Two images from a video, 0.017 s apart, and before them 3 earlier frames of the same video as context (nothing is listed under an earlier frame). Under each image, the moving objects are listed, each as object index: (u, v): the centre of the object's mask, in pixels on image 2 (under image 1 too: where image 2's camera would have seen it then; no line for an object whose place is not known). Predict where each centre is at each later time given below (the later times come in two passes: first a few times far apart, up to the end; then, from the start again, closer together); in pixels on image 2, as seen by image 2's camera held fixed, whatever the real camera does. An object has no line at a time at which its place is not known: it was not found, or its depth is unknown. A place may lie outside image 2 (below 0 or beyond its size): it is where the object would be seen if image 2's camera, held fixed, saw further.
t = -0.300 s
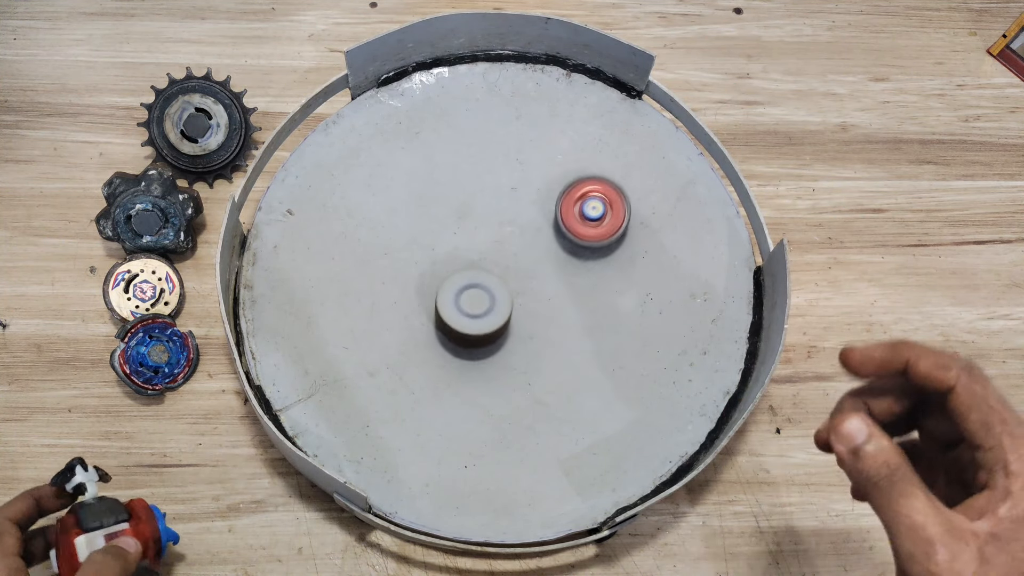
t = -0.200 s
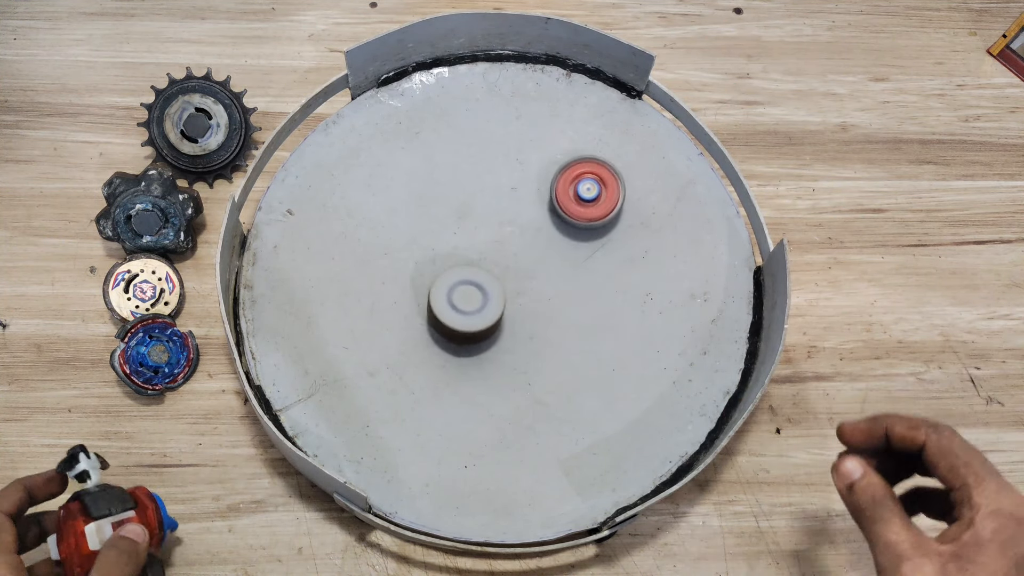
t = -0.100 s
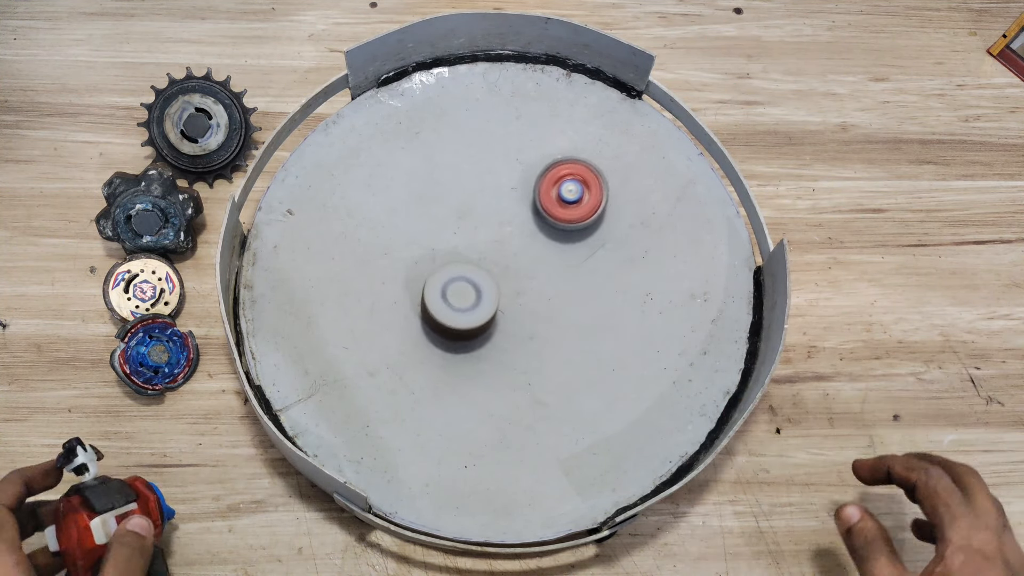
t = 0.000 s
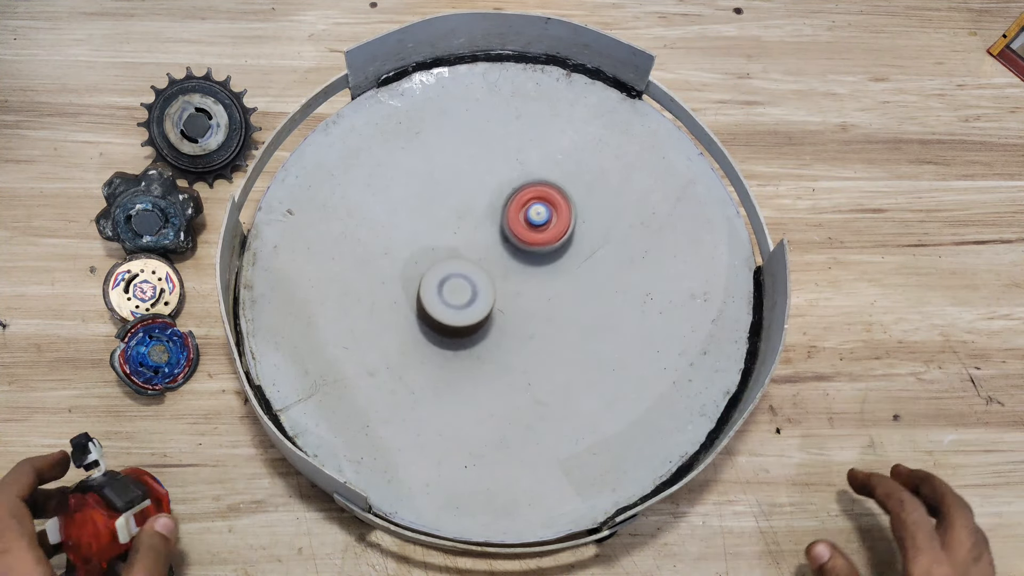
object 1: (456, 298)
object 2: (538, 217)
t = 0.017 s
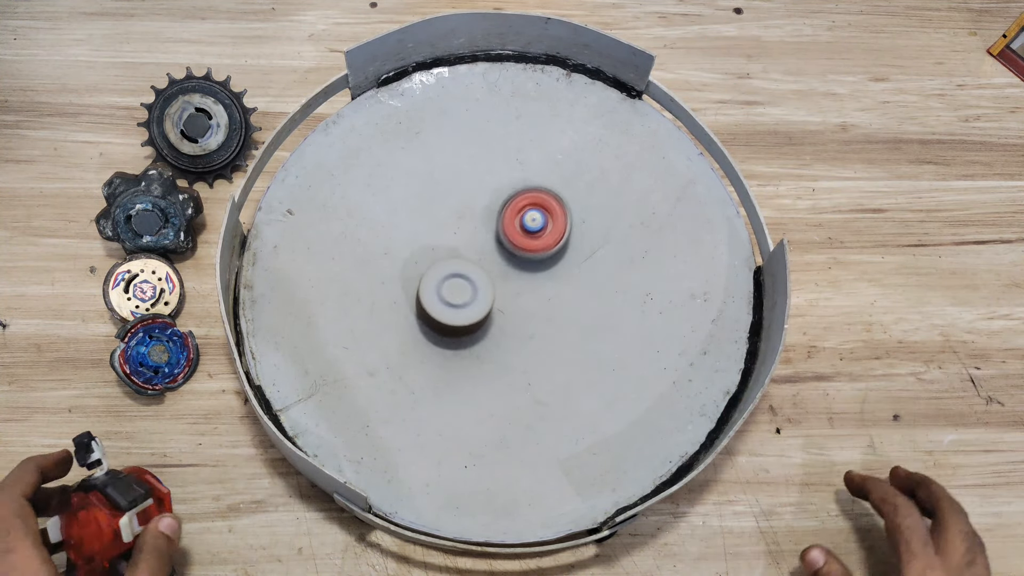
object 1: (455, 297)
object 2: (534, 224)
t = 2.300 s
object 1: (514, 284)
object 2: (472, 446)
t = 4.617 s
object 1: (527, 246)
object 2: (446, 291)
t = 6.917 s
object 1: (464, 316)
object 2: (495, 182)
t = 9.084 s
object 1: (493, 257)
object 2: (445, 343)
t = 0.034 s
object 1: (454, 297)
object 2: (529, 231)
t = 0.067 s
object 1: (454, 295)
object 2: (523, 245)
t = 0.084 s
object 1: (454, 294)
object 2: (521, 253)
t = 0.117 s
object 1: (449, 294)
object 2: (526, 265)
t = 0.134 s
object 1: (436, 297)
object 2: (540, 266)
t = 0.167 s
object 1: (421, 300)
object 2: (567, 271)
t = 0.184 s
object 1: (414, 301)
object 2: (579, 272)
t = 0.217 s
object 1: (404, 305)
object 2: (601, 272)
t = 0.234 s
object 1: (400, 306)
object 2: (611, 270)
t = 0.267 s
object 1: (396, 307)
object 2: (629, 264)
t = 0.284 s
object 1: (394, 308)
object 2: (636, 260)
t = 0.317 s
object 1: (392, 310)
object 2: (649, 247)
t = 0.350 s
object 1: (391, 310)
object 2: (660, 233)
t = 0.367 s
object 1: (391, 310)
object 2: (663, 227)
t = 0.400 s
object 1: (393, 311)
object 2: (669, 213)
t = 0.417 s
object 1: (393, 311)
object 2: (670, 205)
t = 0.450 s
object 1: (395, 311)
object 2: (669, 192)
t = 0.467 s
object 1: (397, 311)
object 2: (668, 189)
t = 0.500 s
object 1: (400, 311)
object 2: (661, 184)
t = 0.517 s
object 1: (402, 310)
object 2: (656, 183)
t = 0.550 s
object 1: (405, 310)
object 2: (643, 183)
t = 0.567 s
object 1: (408, 309)
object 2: (636, 185)
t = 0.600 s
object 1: (413, 308)
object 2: (620, 190)
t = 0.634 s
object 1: (418, 306)
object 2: (605, 198)
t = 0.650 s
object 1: (421, 305)
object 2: (597, 202)
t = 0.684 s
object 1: (427, 302)
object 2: (582, 213)
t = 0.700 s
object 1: (430, 301)
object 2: (574, 219)
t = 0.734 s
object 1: (436, 298)
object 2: (557, 233)
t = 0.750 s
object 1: (439, 297)
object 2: (549, 241)
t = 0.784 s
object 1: (445, 293)
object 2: (537, 259)
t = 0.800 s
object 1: (449, 291)
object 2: (533, 269)
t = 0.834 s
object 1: (453, 288)
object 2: (534, 290)
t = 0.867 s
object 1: (441, 284)
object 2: (557, 309)
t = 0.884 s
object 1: (437, 281)
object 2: (567, 317)
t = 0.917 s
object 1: (432, 276)
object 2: (586, 331)
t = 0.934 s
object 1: (431, 274)
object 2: (595, 336)
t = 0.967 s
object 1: (431, 272)
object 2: (614, 342)
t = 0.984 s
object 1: (431, 271)
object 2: (623, 343)
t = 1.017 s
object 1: (433, 269)
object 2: (641, 341)
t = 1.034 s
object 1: (434, 268)
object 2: (650, 338)
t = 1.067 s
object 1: (438, 267)
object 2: (663, 331)
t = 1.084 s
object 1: (440, 267)
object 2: (667, 327)
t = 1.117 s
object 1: (443, 266)
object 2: (674, 317)
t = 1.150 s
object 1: (448, 265)
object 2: (676, 308)
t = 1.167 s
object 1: (450, 265)
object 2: (676, 305)
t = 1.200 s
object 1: (457, 266)
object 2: (673, 299)
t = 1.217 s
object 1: (460, 266)
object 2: (670, 297)
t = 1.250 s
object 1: (465, 265)
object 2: (663, 294)
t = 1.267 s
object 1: (469, 265)
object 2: (659, 293)
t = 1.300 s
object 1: (475, 264)
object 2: (646, 292)
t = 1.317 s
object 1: (478, 264)
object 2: (639, 292)
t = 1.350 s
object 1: (484, 264)
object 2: (624, 291)
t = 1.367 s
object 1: (487, 263)
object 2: (615, 291)
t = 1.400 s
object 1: (491, 262)
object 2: (598, 291)
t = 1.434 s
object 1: (494, 261)
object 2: (579, 294)
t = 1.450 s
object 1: (496, 261)
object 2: (569, 297)
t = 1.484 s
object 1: (491, 255)
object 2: (564, 311)
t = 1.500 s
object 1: (486, 251)
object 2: (564, 322)
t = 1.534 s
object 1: (478, 244)
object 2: (562, 337)
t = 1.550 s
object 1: (475, 240)
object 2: (561, 345)
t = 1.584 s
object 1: (471, 237)
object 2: (561, 358)
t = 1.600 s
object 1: (471, 236)
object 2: (561, 365)
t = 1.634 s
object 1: (470, 236)
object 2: (560, 378)
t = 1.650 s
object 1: (469, 237)
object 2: (560, 384)
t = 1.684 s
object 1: (469, 239)
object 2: (558, 393)
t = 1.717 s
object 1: (469, 242)
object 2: (556, 400)
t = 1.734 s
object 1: (470, 243)
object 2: (555, 403)
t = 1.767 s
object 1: (471, 247)
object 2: (554, 407)
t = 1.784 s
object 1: (473, 249)
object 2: (554, 409)
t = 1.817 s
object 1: (475, 253)
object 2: (556, 410)
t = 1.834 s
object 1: (476, 255)
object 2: (558, 409)
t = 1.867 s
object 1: (479, 258)
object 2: (558, 407)
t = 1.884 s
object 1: (481, 260)
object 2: (558, 405)
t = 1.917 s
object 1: (485, 263)
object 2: (556, 401)
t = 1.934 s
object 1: (487, 265)
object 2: (555, 399)
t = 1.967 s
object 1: (490, 268)
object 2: (550, 395)
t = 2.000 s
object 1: (493, 271)
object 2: (543, 389)
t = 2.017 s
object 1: (495, 271)
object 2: (539, 386)
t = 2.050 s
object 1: (498, 273)
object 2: (527, 383)
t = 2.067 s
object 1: (499, 274)
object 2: (521, 381)
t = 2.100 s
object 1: (502, 275)
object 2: (509, 382)
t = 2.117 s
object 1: (504, 276)
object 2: (503, 384)
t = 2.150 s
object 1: (506, 278)
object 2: (493, 390)
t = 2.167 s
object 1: (507, 279)
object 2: (488, 393)
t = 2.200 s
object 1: (508, 280)
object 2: (481, 404)
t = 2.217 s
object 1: (509, 280)
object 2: (477, 410)
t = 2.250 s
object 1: (511, 282)
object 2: (472, 424)
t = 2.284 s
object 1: (513, 283)
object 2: (470, 439)
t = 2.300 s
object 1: (514, 284)
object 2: (472, 446)
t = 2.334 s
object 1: (514, 285)
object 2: (476, 452)
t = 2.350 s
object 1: (515, 286)
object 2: (479, 455)
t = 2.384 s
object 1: (515, 287)
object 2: (486, 455)
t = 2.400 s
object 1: (516, 288)
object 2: (489, 454)
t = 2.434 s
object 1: (517, 289)
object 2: (496, 448)
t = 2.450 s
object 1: (517, 291)
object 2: (498, 444)
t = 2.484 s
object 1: (518, 293)
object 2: (503, 434)
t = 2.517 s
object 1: (517, 294)
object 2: (506, 421)
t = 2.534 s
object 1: (517, 295)
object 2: (506, 413)
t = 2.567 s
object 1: (517, 296)
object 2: (505, 400)
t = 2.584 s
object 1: (517, 297)
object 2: (503, 395)
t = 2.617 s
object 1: (516, 298)
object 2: (499, 383)
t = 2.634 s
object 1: (516, 299)
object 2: (496, 377)
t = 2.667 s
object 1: (517, 298)
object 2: (486, 371)
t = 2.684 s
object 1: (517, 298)
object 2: (482, 370)
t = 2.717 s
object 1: (517, 297)
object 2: (472, 364)
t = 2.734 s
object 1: (517, 297)
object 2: (468, 360)
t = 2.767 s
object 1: (516, 296)
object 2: (459, 352)
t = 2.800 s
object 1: (515, 295)
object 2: (449, 345)
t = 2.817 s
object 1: (515, 295)
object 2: (445, 340)
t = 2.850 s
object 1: (513, 295)
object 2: (434, 334)
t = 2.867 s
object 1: (512, 295)
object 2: (428, 331)
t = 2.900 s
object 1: (509, 296)
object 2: (415, 327)
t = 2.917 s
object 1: (508, 296)
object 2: (409, 326)
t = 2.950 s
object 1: (504, 296)
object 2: (396, 327)
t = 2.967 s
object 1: (502, 297)
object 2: (390, 328)
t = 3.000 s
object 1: (500, 296)
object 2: (380, 331)
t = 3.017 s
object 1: (498, 297)
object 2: (375, 332)
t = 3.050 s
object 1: (495, 297)
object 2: (366, 337)
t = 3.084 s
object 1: (493, 298)
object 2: (358, 341)
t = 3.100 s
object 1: (492, 298)
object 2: (355, 343)
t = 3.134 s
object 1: (490, 299)
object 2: (349, 345)
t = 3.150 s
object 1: (488, 300)
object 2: (346, 347)
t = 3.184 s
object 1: (486, 300)
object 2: (342, 349)
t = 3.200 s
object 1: (485, 300)
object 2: (340, 349)
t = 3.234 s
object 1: (484, 301)
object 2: (337, 350)
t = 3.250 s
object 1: (483, 301)
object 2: (336, 350)
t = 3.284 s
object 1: (481, 301)
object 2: (336, 350)
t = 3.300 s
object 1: (480, 302)
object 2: (336, 350)
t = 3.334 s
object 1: (479, 302)
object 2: (339, 350)
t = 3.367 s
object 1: (478, 302)
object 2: (346, 348)
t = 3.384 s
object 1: (477, 303)
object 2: (350, 348)
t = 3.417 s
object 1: (474, 303)
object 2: (360, 346)
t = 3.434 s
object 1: (474, 303)
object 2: (366, 344)
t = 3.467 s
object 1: (473, 302)
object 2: (379, 340)
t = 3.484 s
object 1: (472, 302)
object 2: (386, 337)
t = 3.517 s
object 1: (473, 301)
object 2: (395, 332)
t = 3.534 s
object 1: (482, 298)
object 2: (387, 331)
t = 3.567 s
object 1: (496, 294)
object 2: (376, 329)
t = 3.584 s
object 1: (502, 291)
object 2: (371, 329)
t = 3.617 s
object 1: (510, 286)
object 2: (365, 327)
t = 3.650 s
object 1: (514, 282)
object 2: (361, 326)
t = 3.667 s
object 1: (515, 280)
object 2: (360, 326)
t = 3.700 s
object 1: (515, 277)
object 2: (359, 326)
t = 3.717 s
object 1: (515, 276)
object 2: (359, 326)
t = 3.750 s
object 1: (513, 272)
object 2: (362, 327)
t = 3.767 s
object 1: (511, 271)
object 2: (364, 327)
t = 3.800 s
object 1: (508, 269)
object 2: (370, 326)
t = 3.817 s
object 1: (506, 267)
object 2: (374, 325)
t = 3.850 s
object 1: (503, 264)
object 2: (383, 321)
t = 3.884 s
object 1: (500, 260)
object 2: (394, 317)
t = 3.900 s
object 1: (498, 259)
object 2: (400, 313)
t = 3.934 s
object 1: (494, 255)
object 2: (412, 307)
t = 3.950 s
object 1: (493, 254)
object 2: (417, 304)
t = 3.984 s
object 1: (491, 252)
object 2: (426, 296)
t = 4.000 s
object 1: (496, 248)
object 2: (421, 295)
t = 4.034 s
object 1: (504, 243)
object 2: (413, 294)
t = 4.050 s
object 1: (506, 241)
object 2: (410, 293)
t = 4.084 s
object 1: (509, 238)
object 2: (406, 290)
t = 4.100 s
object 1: (510, 238)
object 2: (404, 290)
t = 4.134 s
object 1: (510, 237)
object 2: (402, 288)
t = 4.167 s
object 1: (510, 236)
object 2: (401, 287)
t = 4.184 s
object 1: (510, 236)
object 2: (401, 287)
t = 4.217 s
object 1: (509, 235)
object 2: (402, 288)
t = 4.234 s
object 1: (509, 235)
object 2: (404, 288)
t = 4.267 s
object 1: (508, 235)
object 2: (407, 289)
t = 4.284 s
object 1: (508, 235)
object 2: (410, 289)
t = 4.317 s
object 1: (507, 235)
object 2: (417, 290)
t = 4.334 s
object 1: (506, 235)
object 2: (421, 289)
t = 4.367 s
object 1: (505, 236)
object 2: (430, 287)
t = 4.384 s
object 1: (504, 238)
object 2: (435, 286)
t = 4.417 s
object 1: (506, 239)
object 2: (439, 285)
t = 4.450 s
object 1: (514, 238)
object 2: (434, 287)
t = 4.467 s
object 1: (516, 238)
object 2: (432, 289)
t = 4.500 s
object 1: (520, 239)
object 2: (431, 291)
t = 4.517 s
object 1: (522, 240)
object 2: (431, 291)
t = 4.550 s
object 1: (524, 241)
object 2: (434, 291)
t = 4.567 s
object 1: (525, 242)
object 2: (436, 291)
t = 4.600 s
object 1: (526, 244)
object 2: (443, 292)
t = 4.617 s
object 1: (527, 246)
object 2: (446, 291)
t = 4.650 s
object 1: (527, 248)
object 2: (454, 290)
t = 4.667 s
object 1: (527, 250)
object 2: (458, 289)
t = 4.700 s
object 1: (536, 249)
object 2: (455, 291)
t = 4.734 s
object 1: (547, 248)
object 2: (449, 296)
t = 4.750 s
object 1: (552, 249)
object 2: (447, 298)
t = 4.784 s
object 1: (559, 250)
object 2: (444, 300)
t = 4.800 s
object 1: (561, 251)
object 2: (443, 302)
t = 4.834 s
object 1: (565, 253)
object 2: (442, 303)
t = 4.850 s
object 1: (566, 254)
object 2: (442, 304)
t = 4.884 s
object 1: (568, 255)
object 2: (444, 305)
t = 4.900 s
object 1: (569, 256)
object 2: (446, 306)
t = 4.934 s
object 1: (570, 258)
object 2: (449, 306)
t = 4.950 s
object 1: (570, 259)
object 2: (451, 306)
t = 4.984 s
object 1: (570, 261)
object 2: (456, 305)
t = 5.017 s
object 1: (569, 263)
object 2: (463, 303)
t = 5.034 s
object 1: (569, 265)
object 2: (467, 302)
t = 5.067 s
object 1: (567, 268)
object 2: (475, 299)
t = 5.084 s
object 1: (566, 269)
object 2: (480, 296)
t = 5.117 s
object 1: (564, 272)
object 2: (487, 289)
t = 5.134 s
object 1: (567, 274)
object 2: (482, 285)
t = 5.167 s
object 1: (580, 279)
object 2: (463, 275)
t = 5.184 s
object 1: (585, 281)
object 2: (455, 271)
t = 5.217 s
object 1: (591, 284)
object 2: (444, 266)
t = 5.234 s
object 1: (593, 285)
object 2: (438, 266)
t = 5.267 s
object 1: (596, 288)
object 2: (426, 266)
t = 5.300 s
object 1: (597, 290)
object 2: (414, 269)
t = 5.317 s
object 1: (597, 291)
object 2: (409, 271)
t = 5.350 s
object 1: (595, 293)
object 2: (401, 276)
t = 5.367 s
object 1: (594, 294)
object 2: (399, 279)
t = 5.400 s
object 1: (591, 296)
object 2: (395, 284)
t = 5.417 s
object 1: (590, 297)
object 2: (394, 288)
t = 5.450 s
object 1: (586, 299)
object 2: (395, 295)
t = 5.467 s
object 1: (584, 301)
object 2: (397, 298)
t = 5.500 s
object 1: (579, 303)
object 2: (401, 305)
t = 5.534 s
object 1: (574, 305)
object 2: (409, 311)
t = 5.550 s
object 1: (570, 306)
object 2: (414, 313)
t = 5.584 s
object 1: (564, 308)
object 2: (425, 317)
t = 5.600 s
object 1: (560, 309)
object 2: (431, 318)
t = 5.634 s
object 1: (551, 310)
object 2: (443, 319)
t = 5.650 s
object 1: (547, 311)
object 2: (450, 318)
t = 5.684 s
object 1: (541, 312)
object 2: (460, 314)
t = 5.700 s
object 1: (546, 314)
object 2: (454, 309)
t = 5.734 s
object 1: (554, 318)
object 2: (443, 300)
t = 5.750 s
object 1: (556, 320)
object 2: (439, 297)
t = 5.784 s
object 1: (557, 322)
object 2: (434, 290)
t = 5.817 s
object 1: (555, 324)
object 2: (430, 285)
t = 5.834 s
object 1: (553, 324)
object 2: (428, 282)
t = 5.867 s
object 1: (549, 325)
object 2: (424, 279)
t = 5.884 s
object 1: (546, 325)
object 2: (423, 278)
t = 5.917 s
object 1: (540, 325)
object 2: (420, 277)
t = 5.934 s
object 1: (536, 325)
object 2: (419, 276)
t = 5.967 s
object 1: (529, 324)
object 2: (417, 277)
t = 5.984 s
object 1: (526, 324)
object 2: (417, 277)
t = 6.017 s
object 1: (519, 324)
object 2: (417, 278)
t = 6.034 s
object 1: (515, 323)
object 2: (418, 278)
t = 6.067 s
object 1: (509, 323)
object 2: (420, 279)
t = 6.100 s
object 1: (502, 322)
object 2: (423, 279)
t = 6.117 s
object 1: (498, 321)
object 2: (426, 279)
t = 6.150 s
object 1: (491, 322)
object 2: (429, 277)
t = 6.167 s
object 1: (494, 328)
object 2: (424, 267)
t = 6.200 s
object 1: (497, 338)
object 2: (417, 251)
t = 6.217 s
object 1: (497, 342)
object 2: (414, 244)
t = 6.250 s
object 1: (497, 347)
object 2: (411, 238)
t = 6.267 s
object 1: (496, 348)
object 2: (410, 236)
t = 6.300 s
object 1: (495, 348)
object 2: (410, 231)
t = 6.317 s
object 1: (494, 348)
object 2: (410, 228)
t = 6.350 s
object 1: (492, 347)
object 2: (410, 224)
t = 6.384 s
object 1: (490, 344)
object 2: (410, 220)
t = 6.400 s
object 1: (489, 343)
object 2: (409, 219)
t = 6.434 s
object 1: (488, 341)
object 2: (410, 217)
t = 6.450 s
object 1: (488, 340)
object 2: (411, 216)
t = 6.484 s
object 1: (487, 336)
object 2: (412, 216)
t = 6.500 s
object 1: (486, 333)
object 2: (413, 216)
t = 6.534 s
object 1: (484, 329)
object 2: (416, 217)
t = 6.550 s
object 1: (483, 327)
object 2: (418, 218)
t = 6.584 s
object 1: (480, 323)
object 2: (423, 220)
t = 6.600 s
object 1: (479, 320)
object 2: (427, 221)
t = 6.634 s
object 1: (477, 317)
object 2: (435, 224)
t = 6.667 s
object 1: (476, 311)
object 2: (443, 227)
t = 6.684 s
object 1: (475, 309)
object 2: (448, 228)
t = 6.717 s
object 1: (473, 304)
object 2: (457, 231)
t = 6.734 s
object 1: (472, 302)
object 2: (461, 232)
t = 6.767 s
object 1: (470, 306)
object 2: (471, 225)
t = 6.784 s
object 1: (469, 311)
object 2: (476, 218)
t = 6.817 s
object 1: (467, 315)
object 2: (484, 206)
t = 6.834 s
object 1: (466, 317)
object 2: (487, 202)
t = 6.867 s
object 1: (465, 317)
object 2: (491, 193)
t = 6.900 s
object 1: (464, 317)
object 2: (494, 185)
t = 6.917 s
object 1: (464, 316)
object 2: (495, 182)
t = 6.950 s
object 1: (464, 315)
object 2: (498, 177)
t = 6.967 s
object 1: (464, 314)
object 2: (500, 176)
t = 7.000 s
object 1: (465, 311)
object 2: (502, 174)
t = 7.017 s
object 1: (465, 310)
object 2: (502, 173)
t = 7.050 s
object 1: (466, 307)
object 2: (504, 173)
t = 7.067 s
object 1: (467, 306)
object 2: (505, 173)
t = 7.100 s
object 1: (470, 303)
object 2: (507, 176)
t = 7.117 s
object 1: (470, 301)
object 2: (508, 177)
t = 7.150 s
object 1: (472, 297)
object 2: (510, 181)
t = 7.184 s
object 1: (474, 293)
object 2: (512, 186)
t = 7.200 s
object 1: (476, 292)
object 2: (514, 189)
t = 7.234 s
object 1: (478, 289)
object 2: (517, 196)
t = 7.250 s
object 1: (479, 287)
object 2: (519, 201)
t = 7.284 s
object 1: (482, 283)
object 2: (523, 210)
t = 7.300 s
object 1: (482, 281)
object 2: (525, 214)
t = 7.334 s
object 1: (483, 278)
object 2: (532, 224)
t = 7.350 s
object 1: (483, 278)
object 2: (536, 228)
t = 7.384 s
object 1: (479, 278)
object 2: (550, 229)
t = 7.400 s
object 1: (478, 278)
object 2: (556, 231)
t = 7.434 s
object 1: (477, 277)
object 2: (567, 233)
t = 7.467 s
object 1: (476, 276)
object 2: (576, 236)
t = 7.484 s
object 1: (476, 276)
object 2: (580, 237)
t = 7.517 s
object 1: (478, 275)
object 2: (588, 238)
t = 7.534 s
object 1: (479, 275)
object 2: (592, 239)
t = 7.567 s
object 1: (480, 273)
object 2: (599, 240)
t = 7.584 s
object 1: (481, 273)
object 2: (602, 241)
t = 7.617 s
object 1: (482, 273)
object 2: (607, 244)
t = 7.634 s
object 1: (483, 273)
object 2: (609, 245)
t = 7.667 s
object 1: (485, 272)
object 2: (613, 247)
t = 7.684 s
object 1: (486, 271)
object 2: (615, 248)
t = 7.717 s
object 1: (487, 270)
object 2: (616, 251)
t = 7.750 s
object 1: (488, 270)
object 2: (616, 253)
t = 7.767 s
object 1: (489, 270)
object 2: (615, 254)
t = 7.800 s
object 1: (490, 269)
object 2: (612, 257)
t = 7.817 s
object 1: (491, 268)
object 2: (611, 258)
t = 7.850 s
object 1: (491, 268)
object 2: (606, 262)
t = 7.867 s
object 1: (491, 268)
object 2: (604, 264)
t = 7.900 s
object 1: (492, 267)
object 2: (598, 270)
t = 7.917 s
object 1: (492, 267)
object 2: (595, 273)
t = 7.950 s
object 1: (492, 266)
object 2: (587, 279)
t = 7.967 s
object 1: (492, 265)
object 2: (583, 284)
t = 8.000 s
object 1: (493, 266)
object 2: (576, 291)
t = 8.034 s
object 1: (493, 267)
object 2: (569, 300)
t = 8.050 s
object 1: (493, 267)
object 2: (565, 305)
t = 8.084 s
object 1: (492, 267)
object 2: (558, 314)
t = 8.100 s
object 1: (492, 268)
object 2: (553, 319)
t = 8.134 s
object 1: (492, 270)
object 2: (547, 328)
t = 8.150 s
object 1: (492, 270)
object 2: (543, 333)
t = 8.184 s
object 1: (492, 273)
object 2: (536, 342)
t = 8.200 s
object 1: (492, 272)
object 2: (533, 345)
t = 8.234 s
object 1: (492, 274)
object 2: (526, 355)
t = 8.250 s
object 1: (493, 275)
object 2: (522, 358)
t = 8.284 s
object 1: (493, 276)
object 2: (514, 367)
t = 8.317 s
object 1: (493, 278)
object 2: (508, 376)
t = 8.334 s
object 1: (494, 279)
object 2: (506, 380)
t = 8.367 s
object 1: (494, 284)
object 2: (501, 390)
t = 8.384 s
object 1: (495, 284)
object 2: (498, 395)
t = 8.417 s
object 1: (495, 286)
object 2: (494, 406)
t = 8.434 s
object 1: (495, 287)
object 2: (491, 412)
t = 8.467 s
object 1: (495, 289)
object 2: (487, 423)
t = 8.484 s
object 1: (496, 291)
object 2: (486, 427)
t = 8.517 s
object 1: (497, 291)
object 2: (487, 435)
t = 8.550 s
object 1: (497, 293)
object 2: (489, 440)
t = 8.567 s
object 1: (497, 294)
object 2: (490, 441)
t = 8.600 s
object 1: (498, 296)
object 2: (495, 440)
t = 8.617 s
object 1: (498, 296)
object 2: (497, 438)
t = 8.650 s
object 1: (499, 295)
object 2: (501, 433)
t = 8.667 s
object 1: (499, 295)
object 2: (503, 430)
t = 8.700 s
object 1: (499, 296)
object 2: (505, 421)
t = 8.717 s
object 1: (499, 296)
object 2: (505, 417)
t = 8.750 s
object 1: (499, 296)
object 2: (503, 407)
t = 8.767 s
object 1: (499, 296)
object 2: (501, 403)
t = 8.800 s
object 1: (498, 296)
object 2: (496, 396)
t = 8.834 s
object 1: (498, 296)
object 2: (492, 387)
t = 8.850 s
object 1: (498, 295)
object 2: (491, 381)
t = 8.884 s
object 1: (496, 294)
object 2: (488, 371)
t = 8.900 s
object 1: (498, 291)
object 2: (483, 374)
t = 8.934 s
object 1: (504, 279)
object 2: (473, 376)
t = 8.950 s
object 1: (505, 275)
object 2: (470, 375)
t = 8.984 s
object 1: (503, 269)
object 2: (463, 369)
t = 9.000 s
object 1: (503, 267)
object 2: (460, 365)
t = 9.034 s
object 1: (500, 263)
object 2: (454, 356)
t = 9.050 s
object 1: (497, 260)
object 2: (451, 352)
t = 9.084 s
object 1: (493, 257)
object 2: (445, 343)
